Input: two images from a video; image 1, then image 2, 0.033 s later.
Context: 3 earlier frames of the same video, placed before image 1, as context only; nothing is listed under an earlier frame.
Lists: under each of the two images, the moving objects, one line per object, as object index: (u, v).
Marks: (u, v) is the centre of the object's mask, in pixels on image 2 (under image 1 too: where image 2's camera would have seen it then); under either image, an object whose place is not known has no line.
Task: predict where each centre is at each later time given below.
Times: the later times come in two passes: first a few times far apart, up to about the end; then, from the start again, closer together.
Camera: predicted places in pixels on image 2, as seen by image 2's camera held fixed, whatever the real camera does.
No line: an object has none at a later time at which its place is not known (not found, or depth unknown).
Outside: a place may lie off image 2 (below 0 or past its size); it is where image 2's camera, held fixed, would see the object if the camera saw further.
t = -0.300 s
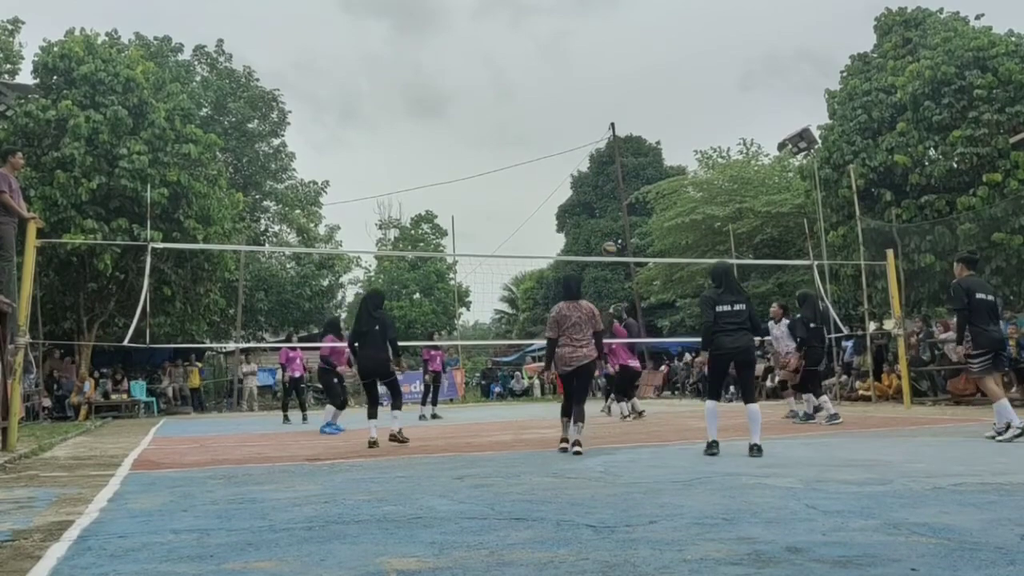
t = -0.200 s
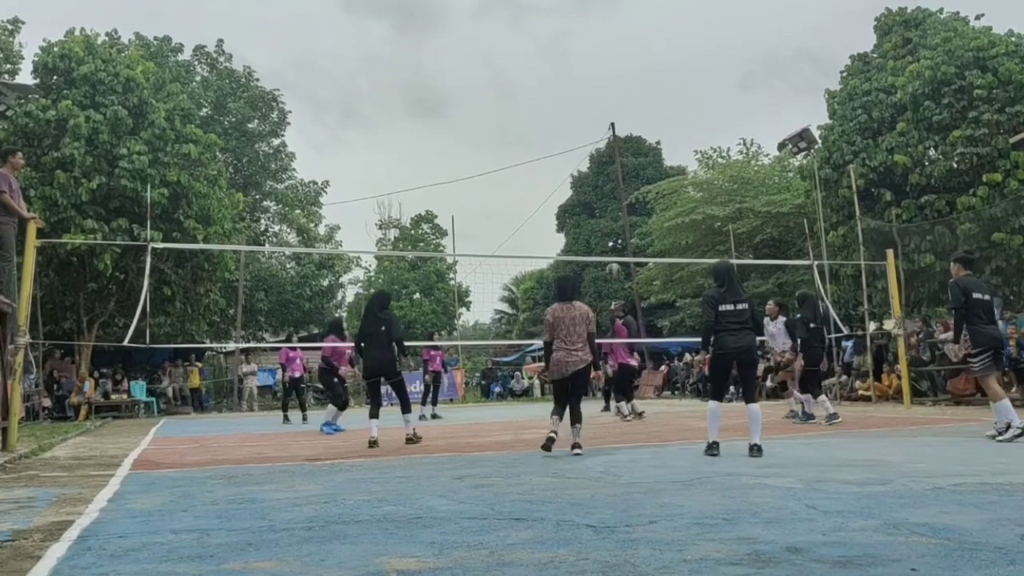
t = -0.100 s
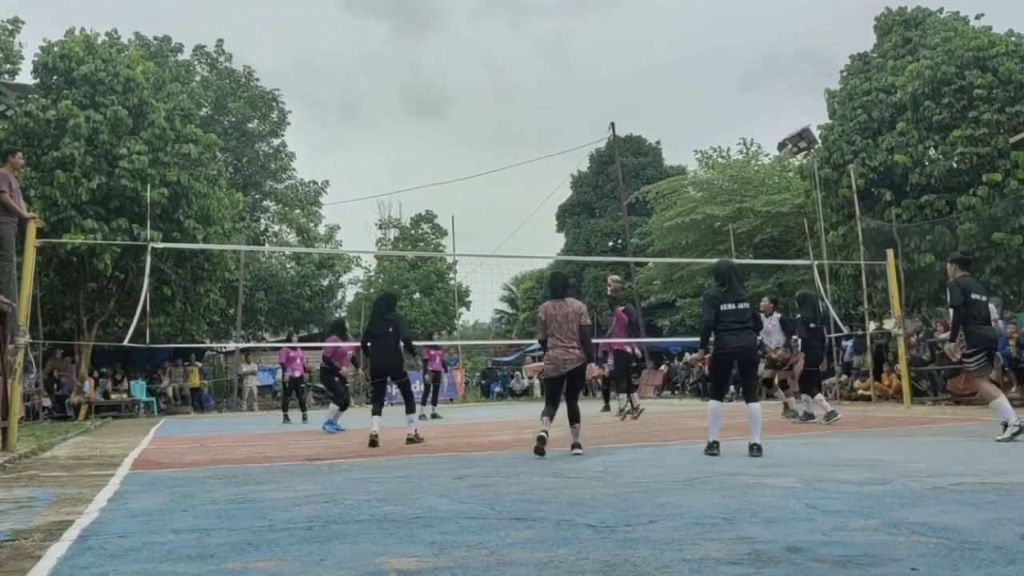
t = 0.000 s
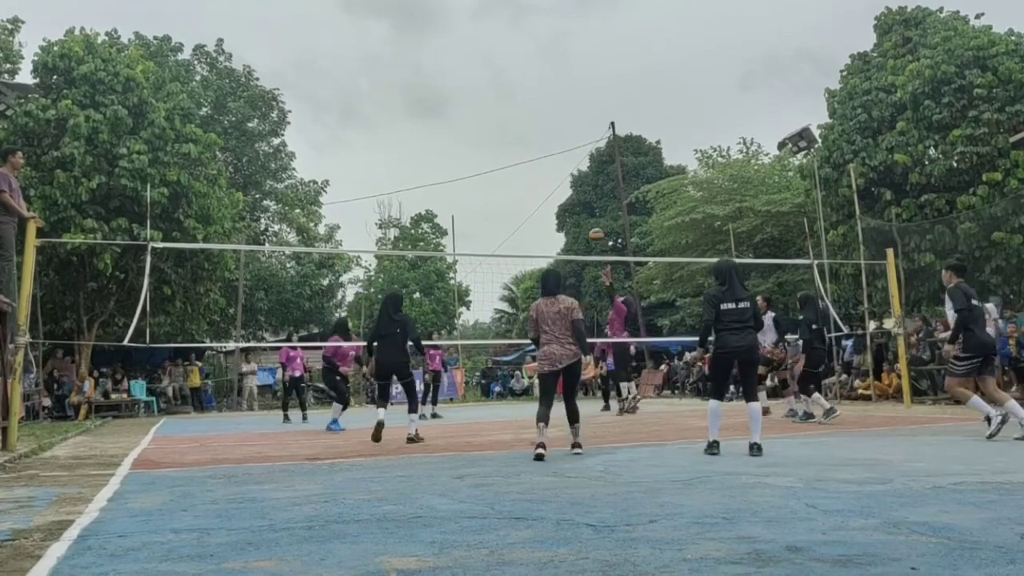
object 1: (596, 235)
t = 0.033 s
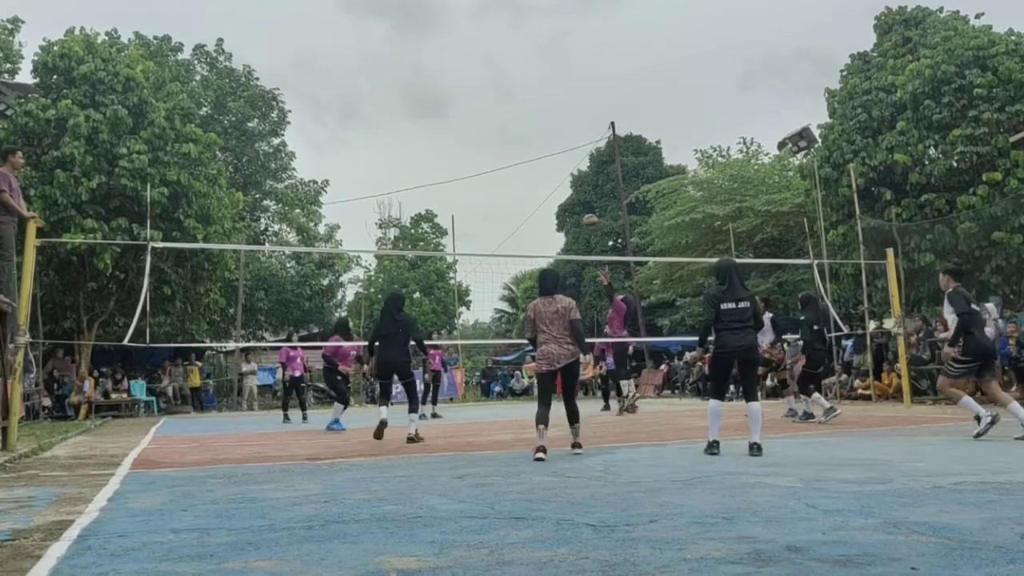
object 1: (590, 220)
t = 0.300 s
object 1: (545, 135)
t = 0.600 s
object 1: (496, 97)
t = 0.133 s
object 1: (572, 183)
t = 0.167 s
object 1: (567, 172)
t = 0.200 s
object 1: (561, 162)
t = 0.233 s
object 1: (555, 152)
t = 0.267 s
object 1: (550, 143)
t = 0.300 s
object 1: (545, 135)
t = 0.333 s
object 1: (539, 128)
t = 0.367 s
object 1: (534, 121)
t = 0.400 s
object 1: (528, 115)
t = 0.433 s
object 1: (522, 111)
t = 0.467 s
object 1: (517, 106)
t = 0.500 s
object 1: (512, 103)
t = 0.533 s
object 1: (506, 100)
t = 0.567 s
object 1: (501, 98)
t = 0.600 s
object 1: (496, 97)
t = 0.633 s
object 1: (490, 96)
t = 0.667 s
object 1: (485, 97)
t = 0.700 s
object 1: (480, 97)
